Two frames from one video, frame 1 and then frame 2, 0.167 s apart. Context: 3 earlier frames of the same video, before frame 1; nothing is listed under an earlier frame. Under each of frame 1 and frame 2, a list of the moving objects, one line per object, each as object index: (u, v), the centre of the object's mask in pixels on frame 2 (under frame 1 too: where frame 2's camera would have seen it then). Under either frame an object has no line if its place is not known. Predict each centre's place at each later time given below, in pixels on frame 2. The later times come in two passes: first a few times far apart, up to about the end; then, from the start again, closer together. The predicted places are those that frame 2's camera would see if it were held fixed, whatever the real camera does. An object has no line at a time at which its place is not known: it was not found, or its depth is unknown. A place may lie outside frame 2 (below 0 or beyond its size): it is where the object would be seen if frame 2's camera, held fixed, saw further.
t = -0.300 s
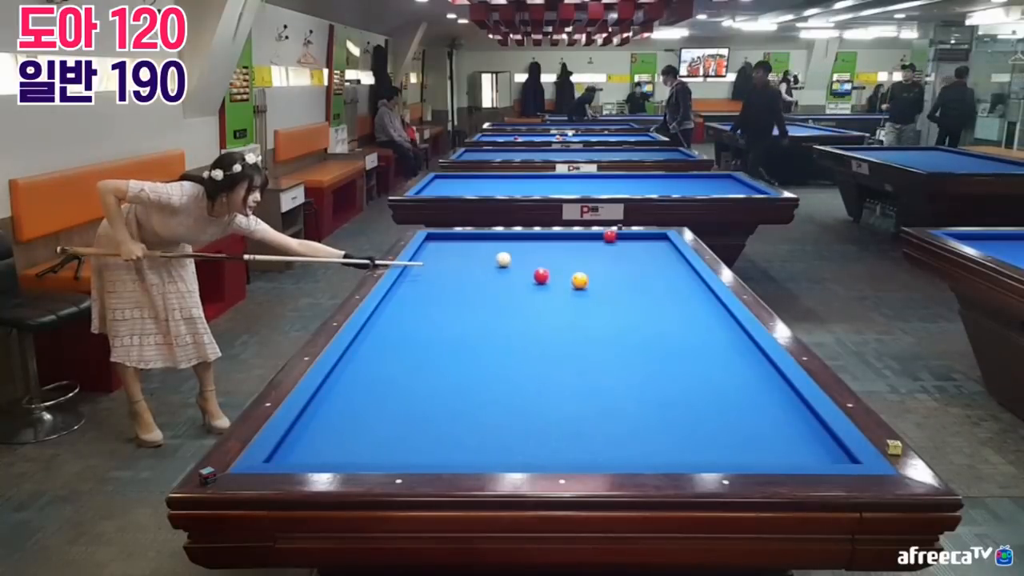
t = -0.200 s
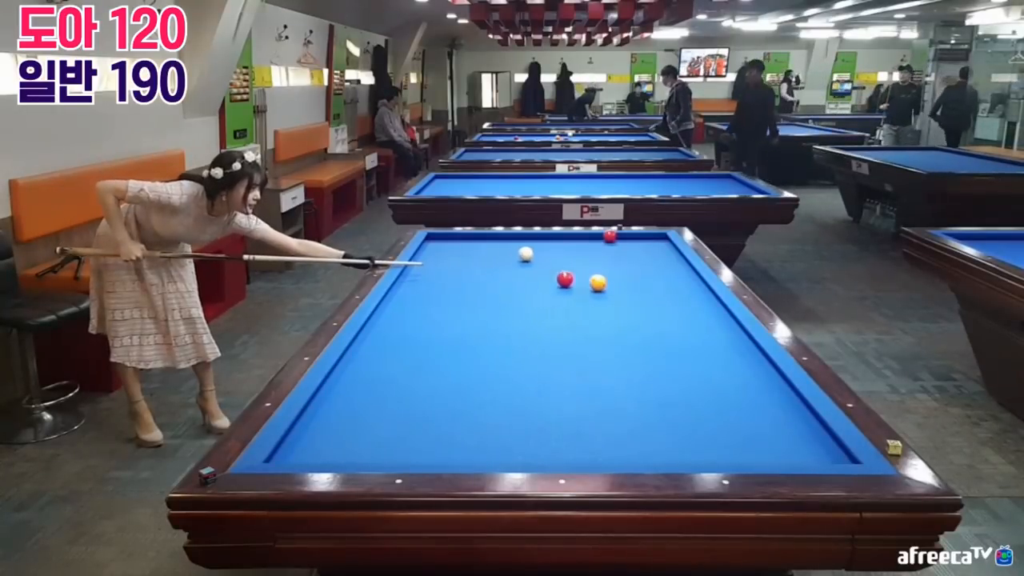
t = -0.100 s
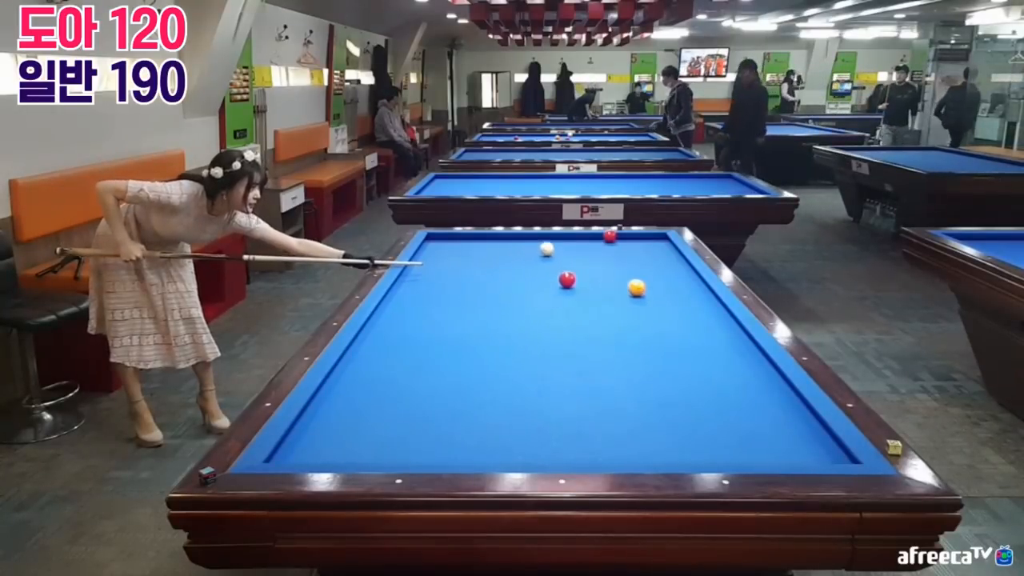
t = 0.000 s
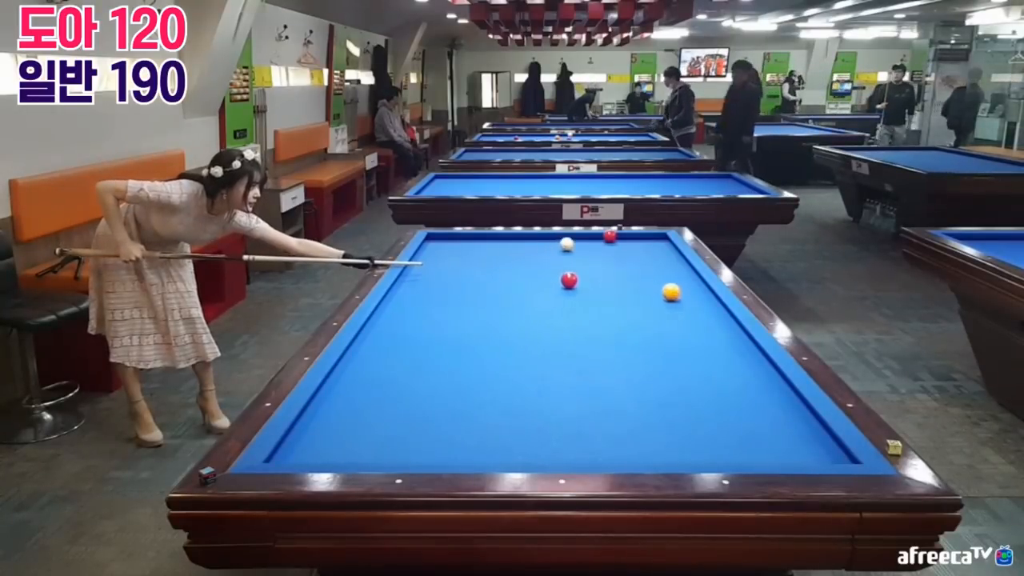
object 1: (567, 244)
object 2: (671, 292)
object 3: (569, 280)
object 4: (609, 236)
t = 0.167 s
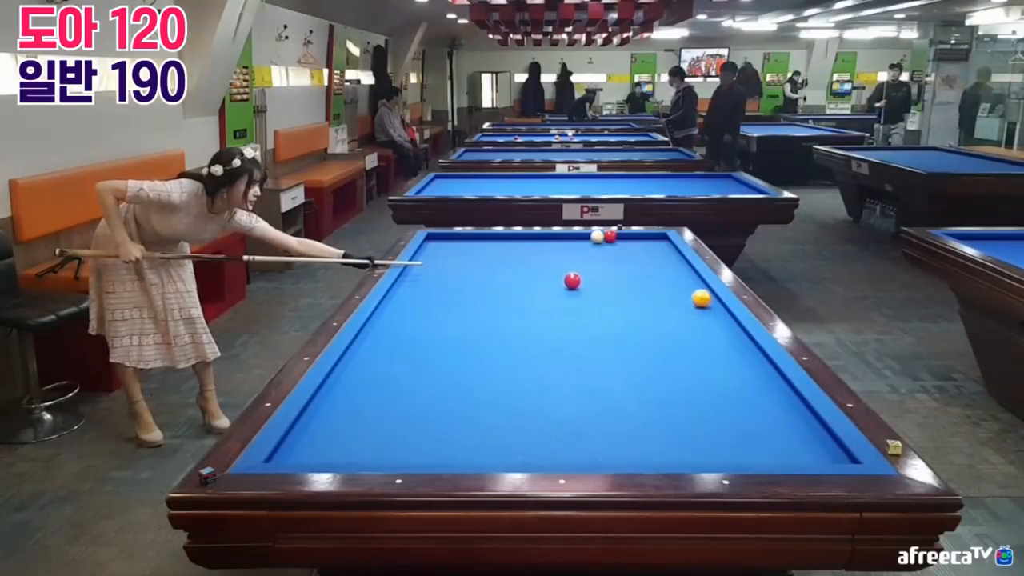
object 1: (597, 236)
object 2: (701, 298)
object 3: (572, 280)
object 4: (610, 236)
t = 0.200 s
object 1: (596, 236)
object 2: (694, 299)
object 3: (573, 280)
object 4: (616, 236)
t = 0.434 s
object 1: (586, 238)
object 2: (653, 306)
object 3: (577, 281)
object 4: (651, 236)
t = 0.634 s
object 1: (579, 242)
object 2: (620, 313)
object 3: (580, 282)
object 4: (654, 238)
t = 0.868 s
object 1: (572, 245)
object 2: (579, 321)
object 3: (583, 283)
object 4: (638, 240)
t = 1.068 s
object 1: (565, 248)
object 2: (542, 328)
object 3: (586, 283)
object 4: (624, 243)
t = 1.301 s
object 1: (557, 252)
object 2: (498, 337)
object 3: (589, 284)
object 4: (608, 245)
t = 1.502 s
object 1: (551, 255)
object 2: (457, 345)
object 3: (591, 284)
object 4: (594, 247)
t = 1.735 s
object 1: (542, 259)
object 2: (408, 355)
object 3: (593, 285)
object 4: (577, 250)
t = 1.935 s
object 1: (536, 262)
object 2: (363, 364)
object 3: (594, 285)
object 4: (564, 252)
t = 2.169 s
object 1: (528, 266)
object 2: (360, 371)
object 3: (595, 285)
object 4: (547, 255)
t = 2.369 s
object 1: (521, 269)
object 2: (381, 376)
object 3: (595, 285)
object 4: (533, 257)
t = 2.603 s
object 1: (512, 273)
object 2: (405, 382)
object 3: (596, 286)
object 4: (517, 259)
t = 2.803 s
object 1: (506, 276)
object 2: (426, 387)
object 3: (595, 286)
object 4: (503, 261)
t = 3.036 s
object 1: (498, 279)
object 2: (451, 393)
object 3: (595, 286)
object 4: (487, 264)
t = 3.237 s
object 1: (491, 283)
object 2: (472, 398)
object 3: (595, 286)
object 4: (473, 266)
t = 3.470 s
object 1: (482, 287)
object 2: (497, 403)
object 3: (595, 286)
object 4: (456, 268)
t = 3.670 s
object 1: (476, 290)
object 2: (518, 408)
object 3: (595, 285)
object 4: (443, 269)
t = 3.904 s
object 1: (468, 294)
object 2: (543, 414)
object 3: (595, 286)
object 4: (427, 272)
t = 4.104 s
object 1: (461, 297)
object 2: (565, 419)
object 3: (595, 285)
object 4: (414, 274)
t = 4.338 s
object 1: (453, 301)
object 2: (590, 425)
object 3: (595, 285)
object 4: (410, 275)
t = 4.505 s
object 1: (447, 303)
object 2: (608, 429)
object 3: (595, 285)
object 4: (416, 276)
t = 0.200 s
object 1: (596, 236)
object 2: (694, 299)
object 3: (573, 280)
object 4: (616, 236)
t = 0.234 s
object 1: (594, 235)
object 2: (687, 300)
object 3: (573, 281)
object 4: (623, 235)
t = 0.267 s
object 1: (592, 236)
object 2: (681, 301)
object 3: (574, 281)
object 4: (628, 236)
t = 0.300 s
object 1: (591, 236)
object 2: (675, 302)
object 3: (575, 281)
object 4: (633, 236)
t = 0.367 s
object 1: (588, 237)
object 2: (664, 304)
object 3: (576, 281)
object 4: (642, 236)
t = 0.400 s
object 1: (587, 238)
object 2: (658, 305)
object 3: (576, 281)
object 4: (647, 236)
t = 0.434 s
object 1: (586, 238)
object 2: (653, 306)
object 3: (577, 281)
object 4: (651, 236)
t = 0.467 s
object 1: (585, 239)
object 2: (648, 307)
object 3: (577, 281)
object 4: (656, 237)
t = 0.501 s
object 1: (584, 239)
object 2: (642, 308)
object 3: (578, 282)
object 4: (660, 237)
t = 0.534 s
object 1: (582, 240)
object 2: (637, 310)
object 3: (579, 282)
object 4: (662, 237)
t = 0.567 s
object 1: (581, 240)
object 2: (631, 311)
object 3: (579, 282)
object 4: (659, 237)
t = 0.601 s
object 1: (580, 241)
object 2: (625, 312)
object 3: (580, 282)
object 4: (657, 238)
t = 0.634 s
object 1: (579, 242)
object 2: (620, 313)
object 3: (580, 282)
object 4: (654, 238)
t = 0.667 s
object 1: (578, 242)
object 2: (614, 314)
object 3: (581, 282)
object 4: (652, 238)
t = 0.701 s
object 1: (577, 242)
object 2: (608, 315)
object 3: (581, 282)
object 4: (649, 239)
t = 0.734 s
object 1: (576, 243)
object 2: (602, 316)
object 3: (582, 283)
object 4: (647, 239)
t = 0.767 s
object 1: (575, 243)
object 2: (597, 317)
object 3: (582, 283)
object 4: (645, 240)
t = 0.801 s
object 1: (574, 244)
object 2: (591, 318)
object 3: (582, 283)
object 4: (642, 240)
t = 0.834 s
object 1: (573, 244)
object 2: (585, 320)
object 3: (583, 283)
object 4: (640, 240)
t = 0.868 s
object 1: (572, 245)
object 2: (579, 321)
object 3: (583, 283)
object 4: (638, 240)
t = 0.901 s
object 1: (571, 245)
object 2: (573, 322)
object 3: (584, 283)
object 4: (636, 241)
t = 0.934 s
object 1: (569, 246)
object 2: (567, 323)
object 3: (584, 283)
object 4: (633, 241)
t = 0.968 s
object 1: (568, 246)
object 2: (561, 325)
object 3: (585, 283)
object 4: (631, 242)
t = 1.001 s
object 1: (567, 247)
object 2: (555, 326)
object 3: (585, 283)
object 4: (629, 242)
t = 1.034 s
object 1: (566, 248)
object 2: (548, 327)
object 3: (586, 283)
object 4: (626, 242)
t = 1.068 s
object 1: (565, 248)
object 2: (542, 328)
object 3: (586, 283)
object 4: (624, 243)
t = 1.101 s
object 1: (564, 249)
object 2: (536, 329)
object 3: (586, 283)
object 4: (622, 243)
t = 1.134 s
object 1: (563, 249)
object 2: (530, 331)
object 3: (587, 284)
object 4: (619, 243)
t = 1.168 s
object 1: (562, 250)
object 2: (523, 332)
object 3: (587, 284)
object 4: (617, 244)
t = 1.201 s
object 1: (561, 250)
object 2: (517, 333)
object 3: (588, 284)
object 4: (615, 244)
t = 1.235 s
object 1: (560, 251)
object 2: (511, 335)
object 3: (588, 284)
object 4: (613, 245)
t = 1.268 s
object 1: (558, 251)
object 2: (504, 336)
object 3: (588, 284)
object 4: (610, 245)
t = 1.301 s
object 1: (557, 252)
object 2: (498, 337)
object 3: (589, 284)
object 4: (608, 245)
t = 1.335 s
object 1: (556, 252)
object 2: (491, 338)
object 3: (589, 284)
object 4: (606, 246)
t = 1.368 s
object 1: (555, 253)
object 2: (485, 340)
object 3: (589, 284)
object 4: (603, 246)
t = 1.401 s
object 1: (554, 253)
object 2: (478, 341)
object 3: (590, 284)
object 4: (601, 246)
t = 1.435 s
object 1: (553, 254)
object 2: (471, 342)
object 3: (590, 284)
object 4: (599, 247)
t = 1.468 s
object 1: (552, 254)
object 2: (464, 344)
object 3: (590, 284)
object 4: (596, 247)
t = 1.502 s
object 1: (551, 255)
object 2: (457, 345)
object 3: (591, 284)
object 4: (594, 247)
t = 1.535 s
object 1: (549, 256)
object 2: (451, 347)
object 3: (591, 285)
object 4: (592, 248)
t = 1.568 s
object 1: (548, 256)
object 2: (444, 348)
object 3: (591, 285)
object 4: (589, 248)
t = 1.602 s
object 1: (547, 256)
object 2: (437, 349)
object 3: (592, 285)
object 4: (587, 248)
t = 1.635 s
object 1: (546, 257)
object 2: (430, 351)
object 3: (592, 285)
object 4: (585, 249)
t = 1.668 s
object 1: (545, 258)
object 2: (423, 352)
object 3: (592, 285)
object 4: (582, 250)
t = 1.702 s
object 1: (544, 258)
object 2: (415, 354)
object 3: (592, 285)
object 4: (580, 250)
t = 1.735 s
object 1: (542, 259)
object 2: (408, 355)
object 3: (593, 285)
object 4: (577, 250)
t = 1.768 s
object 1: (541, 259)
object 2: (401, 357)
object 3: (593, 285)
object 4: (575, 250)
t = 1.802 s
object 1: (540, 260)
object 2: (393, 358)
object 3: (593, 285)
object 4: (573, 251)
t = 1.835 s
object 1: (539, 260)
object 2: (386, 360)
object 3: (593, 285)
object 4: (570, 251)
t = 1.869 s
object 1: (538, 261)
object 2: (378, 361)
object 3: (593, 285)
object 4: (568, 251)
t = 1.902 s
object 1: (537, 261)
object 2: (371, 363)
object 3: (594, 285)
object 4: (566, 252)
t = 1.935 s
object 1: (536, 262)
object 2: (363, 364)
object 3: (594, 285)
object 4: (564, 252)
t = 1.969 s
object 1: (535, 262)
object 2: (356, 366)
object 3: (594, 285)
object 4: (561, 253)
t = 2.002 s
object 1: (533, 263)
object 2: (348, 367)
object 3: (594, 285)
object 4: (559, 253)
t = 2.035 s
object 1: (532, 263)
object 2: (344, 369)
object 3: (594, 285)
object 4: (557, 253)
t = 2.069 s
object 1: (531, 264)
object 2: (349, 369)
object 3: (594, 285)
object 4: (554, 254)
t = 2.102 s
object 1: (530, 265)
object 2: (353, 370)
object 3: (594, 285)
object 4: (552, 254)
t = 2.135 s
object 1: (529, 265)
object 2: (357, 371)
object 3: (594, 285)
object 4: (549, 254)
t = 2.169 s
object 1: (528, 266)
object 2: (360, 371)
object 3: (595, 285)
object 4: (547, 255)
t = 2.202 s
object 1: (527, 266)
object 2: (364, 372)
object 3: (595, 285)
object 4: (545, 255)
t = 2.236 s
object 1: (525, 267)
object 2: (367, 373)
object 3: (595, 285)
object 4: (543, 255)
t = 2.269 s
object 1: (524, 267)
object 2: (370, 374)
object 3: (595, 285)
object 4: (540, 256)
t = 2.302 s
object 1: (523, 268)
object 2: (374, 375)
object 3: (595, 285)
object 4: (538, 256)
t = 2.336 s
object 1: (522, 268)
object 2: (377, 375)
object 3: (595, 285)
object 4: (536, 256)
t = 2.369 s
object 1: (521, 269)
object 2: (381, 376)
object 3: (595, 285)
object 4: (533, 257)
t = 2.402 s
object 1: (519, 269)
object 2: (384, 377)
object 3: (595, 285)
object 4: (531, 257)
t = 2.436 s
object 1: (518, 270)
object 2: (387, 378)
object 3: (595, 285)
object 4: (529, 257)
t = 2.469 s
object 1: (517, 270)
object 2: (391, 379)
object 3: (596, 285)
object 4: (526, 258)
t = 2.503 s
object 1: (516, 271)
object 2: (394, 380)
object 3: (596, 285)
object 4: (524, 258)
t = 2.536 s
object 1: (515, 271)
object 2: (398, 380)
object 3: (596, 286)
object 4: (522, 258)
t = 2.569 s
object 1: (514, 272)
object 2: (401, 381)
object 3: (596, 286)
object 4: (520, 258)
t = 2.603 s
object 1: (512, 273)
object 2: (405, 382)
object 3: (596, 286)
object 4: (517, 259)
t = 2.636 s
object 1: (511, 273)
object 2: (408, 383)
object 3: (596, 286)
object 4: (515, 259)
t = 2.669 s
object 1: (510, 274)
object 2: (412, 384)
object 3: (596, 286)
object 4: (512, 259)
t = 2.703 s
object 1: (509, 274)
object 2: (415, 385)
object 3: (596, 286)
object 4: (510, 259)
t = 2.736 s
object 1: (508, 275)
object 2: (419, 386)
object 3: (596, 286)
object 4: (508, 260)
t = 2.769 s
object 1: (507, 275)
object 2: (422, 386)
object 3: (596, 286)
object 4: (505, 260)
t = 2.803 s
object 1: (506, 276)
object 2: (426, 387)
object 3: (595, 286)
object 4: (503, 261)
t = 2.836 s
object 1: (504, 276)
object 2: (429, 388)
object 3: (595, 286)
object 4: (500, 261)
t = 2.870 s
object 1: (503, 277)
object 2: (433, 389)
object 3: (595, 286)
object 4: (498, 262)
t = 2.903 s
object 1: (502, 277)
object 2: (437, 390)
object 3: (595, 286)
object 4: (496, 262)
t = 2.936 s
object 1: (501, 278)
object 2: (440, 390)
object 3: (595, 286)
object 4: (493, 263)
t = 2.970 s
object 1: (500, 278)
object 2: (444, 391)
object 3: (595, 286)
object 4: (491, 263)
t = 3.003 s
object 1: (499, 279)
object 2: (447, 392)
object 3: (595, 286)
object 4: (489, 263)
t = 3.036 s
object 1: (498, 279)
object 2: (451, 393)
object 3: (595, 286)
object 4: (487, 264)
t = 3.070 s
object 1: (496, 280)
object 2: (454, 394)
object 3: (595, 286)
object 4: (484, 264)
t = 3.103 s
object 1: (495, 281)
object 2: (458, 394)
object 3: (595, 286)
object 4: (482, 264)
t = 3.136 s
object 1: (494, 281)
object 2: (461, 395)
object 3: (595, 286)
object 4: (480, 265)
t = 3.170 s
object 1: (493, 282)
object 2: (465, 396)
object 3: (595, 286)
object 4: (477, 265)
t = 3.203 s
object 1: (492, 282)
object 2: (468, 397)
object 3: (595, 286)
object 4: (475, 265)
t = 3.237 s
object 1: (491, 283)
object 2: (472, 398)
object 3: (595, 286)
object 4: (473, 266)
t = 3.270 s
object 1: (489, 283)
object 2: (475, 398)
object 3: (595, 286)
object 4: (470, 266)
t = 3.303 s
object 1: (488, 284)
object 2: (479, 399)
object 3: (595, 286)
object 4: (468, 266)
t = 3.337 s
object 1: (487, 284)
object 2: (482, 400)
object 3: (595, 286)
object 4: (466, 267)
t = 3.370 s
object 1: (486, 285)
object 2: (486, 401)
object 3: (595, 286)
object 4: (463, 267)
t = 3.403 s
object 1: (485, 286)
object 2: (489, 402)
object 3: (595, 286)
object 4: (461, 267)
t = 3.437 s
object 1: (483, 286)
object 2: (493, 403)
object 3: (595, 286)
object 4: (459, 268)
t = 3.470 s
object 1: (482, 287)
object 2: (497, 403)
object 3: (595, 286)
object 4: (456, 268)
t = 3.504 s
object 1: (481, 287)
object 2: (500, 404)
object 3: (595, 286)
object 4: (454, 268)
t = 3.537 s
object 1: (480, 288)
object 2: (504, 405)
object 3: (595, 286)
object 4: (452, 268)
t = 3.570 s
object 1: (479, 288)
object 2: (507, 405)
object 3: (596, 285)
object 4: (450, 269)
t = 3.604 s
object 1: (478, 289)
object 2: (511, 406)
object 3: (595, 285)
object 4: (448, 269)
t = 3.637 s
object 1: (477, 289)
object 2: (515, 407)
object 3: (595, 285)
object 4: (445, 269)
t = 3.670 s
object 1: (476, 290)
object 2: (518, 408)
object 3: (595, 285)
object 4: (443, 269)
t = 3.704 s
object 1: (475, 291)
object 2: (522, 409)
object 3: (595, 285)
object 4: (440, 270)
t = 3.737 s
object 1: (473, 291)
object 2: (525, 410)
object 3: (595, 285)
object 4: (438, 270)
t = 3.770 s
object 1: (472, 292)
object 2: (529, 411)
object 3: (596, 285)
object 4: (436, 271)
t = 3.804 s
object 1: (471, 292)
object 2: (533, 411)
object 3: (595, 285)
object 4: (434, 271)
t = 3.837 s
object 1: (470, 292)
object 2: (536, 412)
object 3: (595, 286)
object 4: (431, 271)
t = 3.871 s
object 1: (469, 293)
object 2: (540, 413)
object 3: (595, 285)
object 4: (429, 272)
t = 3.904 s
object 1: (468, 294)
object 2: (543, 414)
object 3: (595, 286)
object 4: (427, 272)
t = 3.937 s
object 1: (466, 294)
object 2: (547, 415)
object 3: (595, 286)
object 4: (425, 272)
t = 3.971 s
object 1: (465, 295)
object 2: (550, 416)
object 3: (596, 285)
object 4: (423, 272)
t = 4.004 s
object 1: (464, 295)
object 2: (554, 416)
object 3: (595, 286)
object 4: (420, 273)
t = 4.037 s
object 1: (463, 296)
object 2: (558, 417)
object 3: (595, 285)
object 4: (418, 273)
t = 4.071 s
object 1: (462, 296)
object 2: (561, 418)
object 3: (596, 285)
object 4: (416, 274)
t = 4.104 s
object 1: (461, 297)
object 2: (565, 419)
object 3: (595, 285)
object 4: (414, 274)
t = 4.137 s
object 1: (459, 298)
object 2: (568, 420)
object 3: (595, 285)
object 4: (411, 274)
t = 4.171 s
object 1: (458, 298)
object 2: (572, 421)
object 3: (595, 285)
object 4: (409, 275)
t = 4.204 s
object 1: (457, 298)
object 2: (576, 421)
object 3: (595, 285)
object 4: (407, 275)
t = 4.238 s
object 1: (456, 299)
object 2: (579, 422)
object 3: (595, 285)
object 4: (407, 275)
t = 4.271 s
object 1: (455, 300)
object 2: (583, 423)
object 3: (595, 285)
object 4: (408, 275)
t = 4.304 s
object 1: (454, 300)
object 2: (587, 424)
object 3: (595, 285)
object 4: (409, 275)
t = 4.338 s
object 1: (453, 301)
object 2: (590, 425)
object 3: (595, 285)
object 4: (410, 275)
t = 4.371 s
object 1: (452, 301)
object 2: (594, 426)
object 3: (595, 285)
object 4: (411, 276)
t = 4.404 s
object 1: (451, 302)
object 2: (597, 427)
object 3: (595, 285)
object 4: (413, 276)
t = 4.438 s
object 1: (449, 302)
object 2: (601, 428)
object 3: (595, 285)
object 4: (414, 276)
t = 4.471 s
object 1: (448, 303)
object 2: (604, 428)
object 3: (595, 285)
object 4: (415, 276)
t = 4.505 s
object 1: (447, 303)
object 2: (608, 429)
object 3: (595, 285)
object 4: (416, 276)
